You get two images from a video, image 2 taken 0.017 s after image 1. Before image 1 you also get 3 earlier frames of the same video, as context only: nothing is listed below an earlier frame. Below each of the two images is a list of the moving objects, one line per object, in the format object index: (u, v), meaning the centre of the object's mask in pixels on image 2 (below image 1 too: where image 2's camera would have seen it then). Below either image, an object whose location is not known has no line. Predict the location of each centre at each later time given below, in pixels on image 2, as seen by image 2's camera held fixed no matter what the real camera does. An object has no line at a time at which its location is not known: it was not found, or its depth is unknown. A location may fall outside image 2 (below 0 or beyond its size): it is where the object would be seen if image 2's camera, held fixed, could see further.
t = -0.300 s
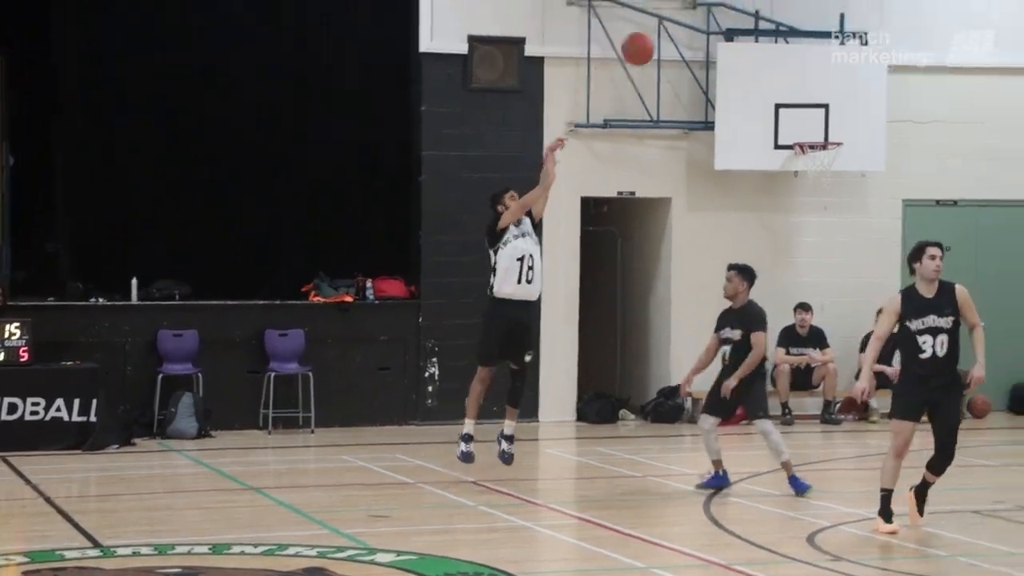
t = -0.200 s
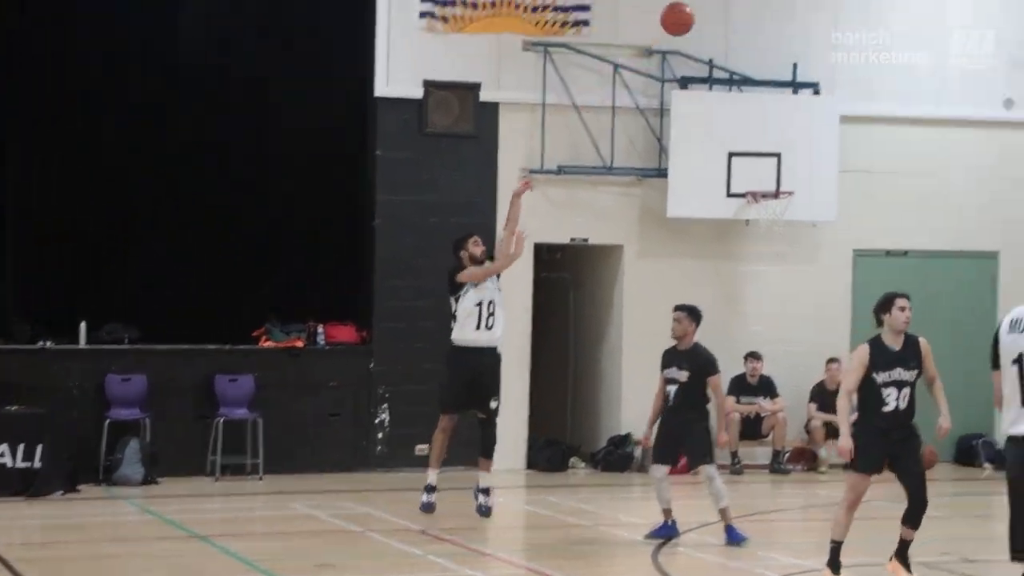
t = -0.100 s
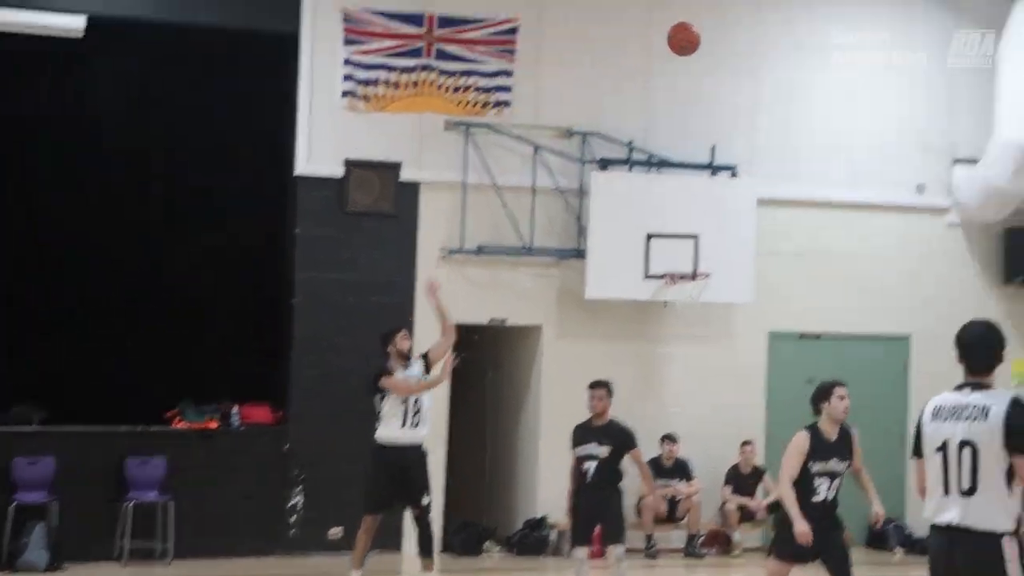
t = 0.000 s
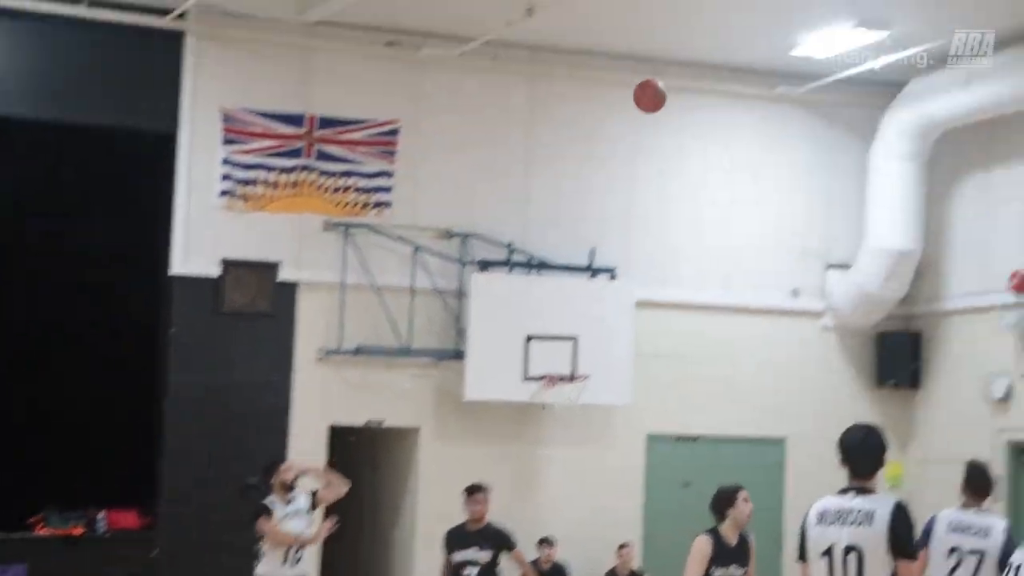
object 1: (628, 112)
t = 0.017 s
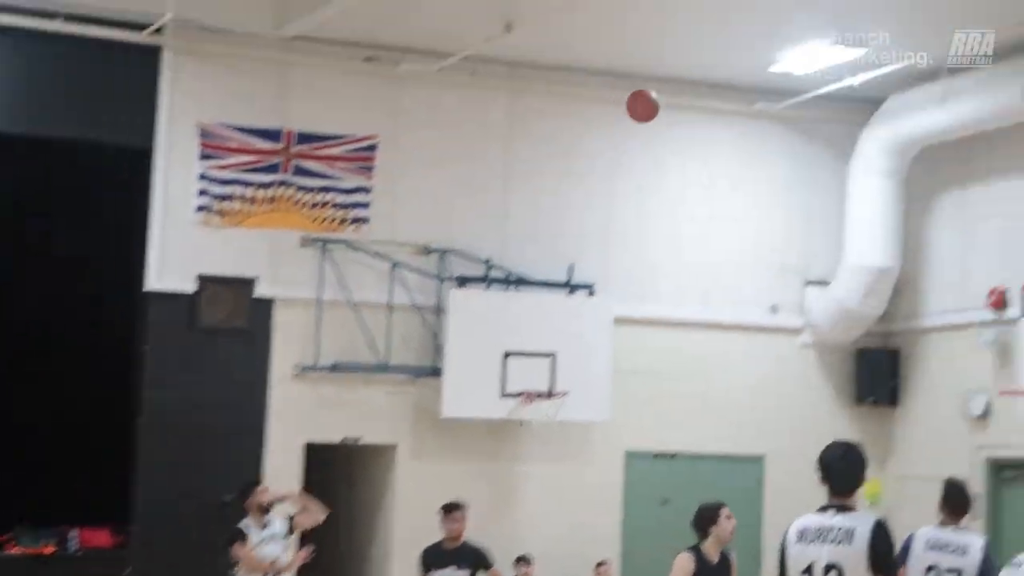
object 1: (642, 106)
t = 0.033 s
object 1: (657, 100)
